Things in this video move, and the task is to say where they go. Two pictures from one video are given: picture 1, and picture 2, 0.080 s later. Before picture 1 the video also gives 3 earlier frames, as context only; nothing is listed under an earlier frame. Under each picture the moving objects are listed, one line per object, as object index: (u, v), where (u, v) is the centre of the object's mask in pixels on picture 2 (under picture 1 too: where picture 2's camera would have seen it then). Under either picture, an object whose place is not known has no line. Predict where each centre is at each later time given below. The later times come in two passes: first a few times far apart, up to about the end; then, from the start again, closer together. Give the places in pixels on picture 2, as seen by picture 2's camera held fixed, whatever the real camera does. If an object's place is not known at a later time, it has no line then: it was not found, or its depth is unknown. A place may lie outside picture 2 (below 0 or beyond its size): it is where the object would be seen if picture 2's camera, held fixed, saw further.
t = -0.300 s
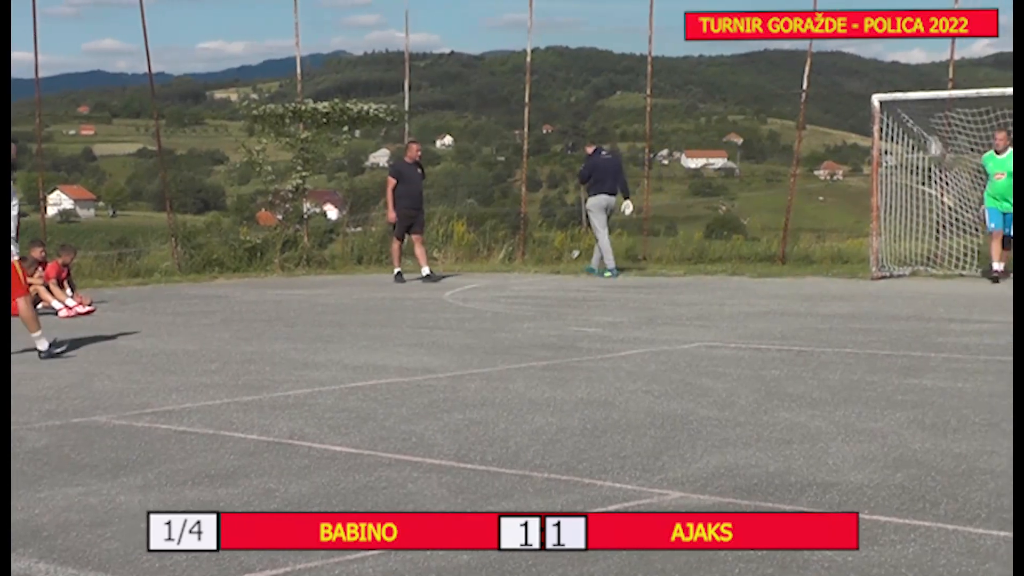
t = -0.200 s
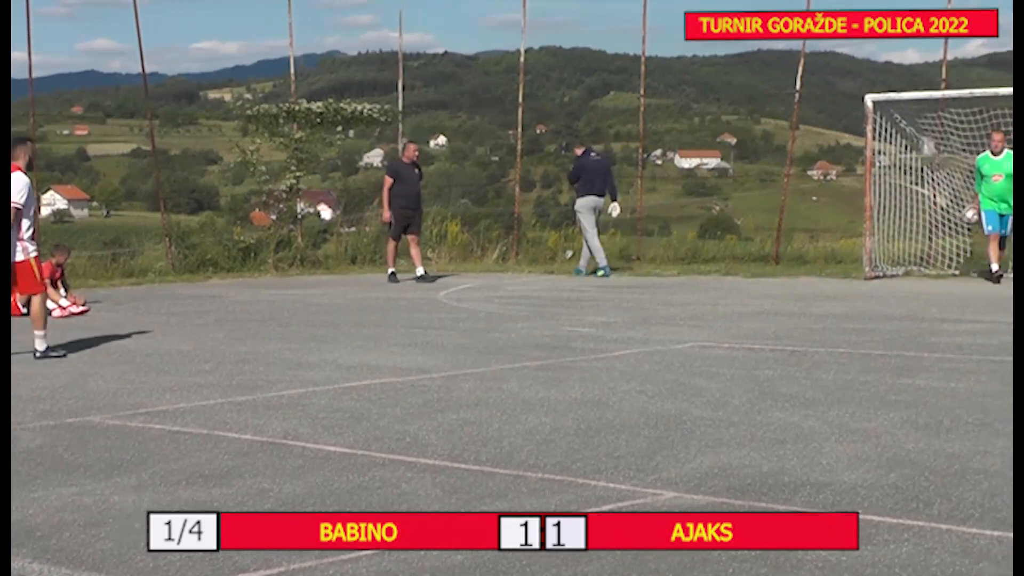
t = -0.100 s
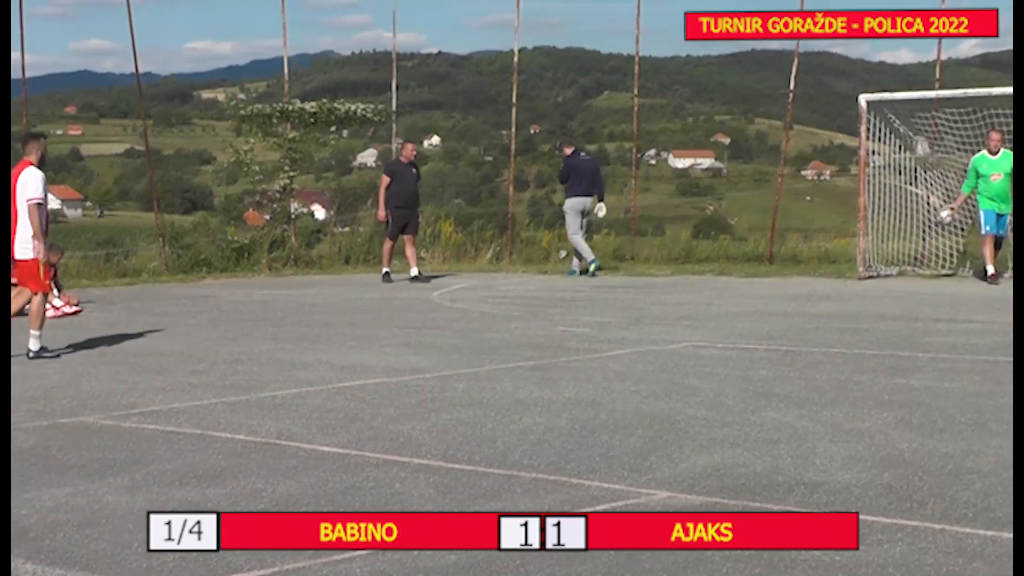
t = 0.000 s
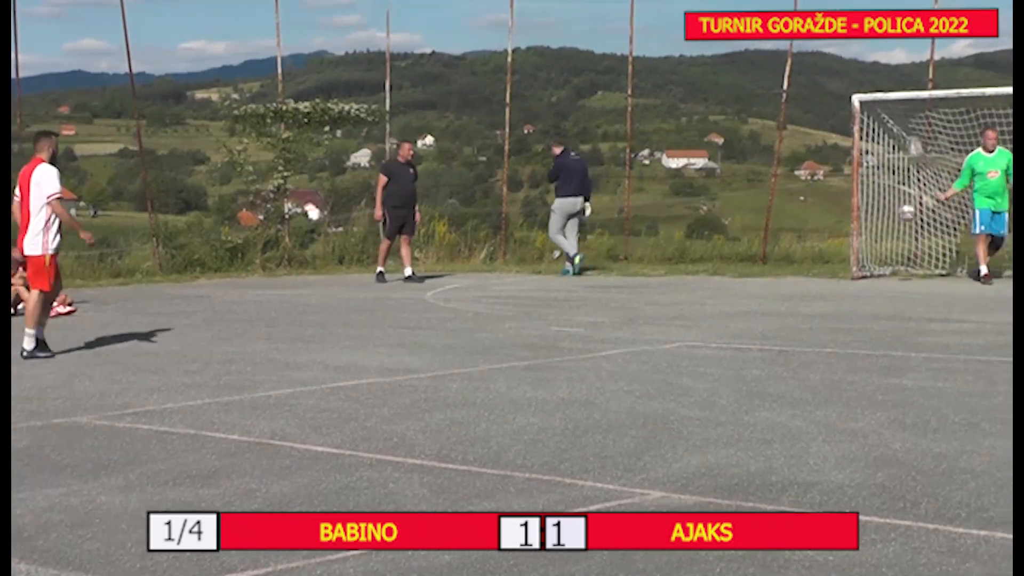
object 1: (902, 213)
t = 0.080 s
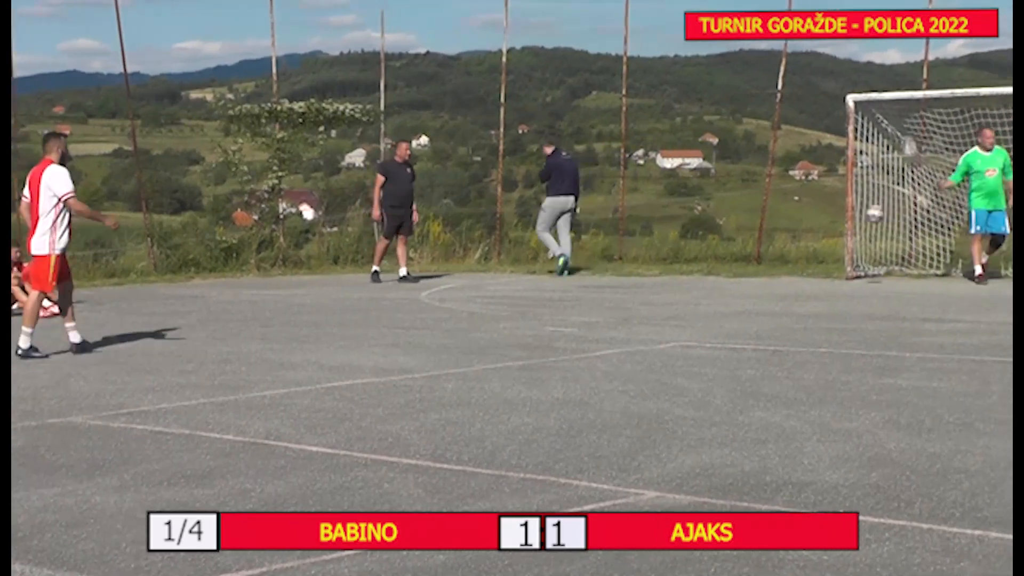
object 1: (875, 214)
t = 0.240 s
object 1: (818, 235)
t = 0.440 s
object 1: (747, 290)
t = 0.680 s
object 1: (682, 266)
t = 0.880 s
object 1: (632, 292)
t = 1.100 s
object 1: (573, 294)
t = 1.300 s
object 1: (517, 312)
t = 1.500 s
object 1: (460, 317)
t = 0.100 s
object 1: (867, 214)
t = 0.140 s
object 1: (854, 219)
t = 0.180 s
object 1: (840, 223)
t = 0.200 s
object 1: (832, 226)
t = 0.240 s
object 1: (818, 235)
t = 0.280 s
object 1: (803, 245)
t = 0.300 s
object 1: (795, 249)
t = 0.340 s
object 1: (781, 261)
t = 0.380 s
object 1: (767, 276)
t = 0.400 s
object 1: (760, 285)
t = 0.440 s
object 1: (747, 290)
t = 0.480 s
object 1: (736, 282)
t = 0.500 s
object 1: (732, 277)
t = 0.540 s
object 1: (719, 272)
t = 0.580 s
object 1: (709, 268)
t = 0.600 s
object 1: (703, 266)
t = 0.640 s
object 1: (693, 265)
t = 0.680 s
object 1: (682, 266)
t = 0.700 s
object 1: (677, 266)
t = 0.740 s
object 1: (666, 268)
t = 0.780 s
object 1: (656, 273)
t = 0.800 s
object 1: (652, 276)
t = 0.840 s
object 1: (642, 283)
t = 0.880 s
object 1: (632, 292)
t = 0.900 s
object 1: (628, 297)
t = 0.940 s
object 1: (617, 303)
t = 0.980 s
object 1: (607, 299)
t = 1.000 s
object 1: (600, 297)
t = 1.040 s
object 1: (590, 295)
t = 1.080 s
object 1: (578, 294)
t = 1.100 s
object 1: (573, 294)
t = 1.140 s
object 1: (562, 296)
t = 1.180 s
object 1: (551, 300)
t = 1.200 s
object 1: (546, 302)
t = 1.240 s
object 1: (534, 309)
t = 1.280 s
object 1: (524, 313)
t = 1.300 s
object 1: (517, 312)
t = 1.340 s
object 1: (506, 309)
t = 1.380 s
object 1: (495, 310)
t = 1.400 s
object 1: (488, 310)
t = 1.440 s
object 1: (477, 312)
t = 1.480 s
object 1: (467, 317)
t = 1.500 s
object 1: (460, 317)
